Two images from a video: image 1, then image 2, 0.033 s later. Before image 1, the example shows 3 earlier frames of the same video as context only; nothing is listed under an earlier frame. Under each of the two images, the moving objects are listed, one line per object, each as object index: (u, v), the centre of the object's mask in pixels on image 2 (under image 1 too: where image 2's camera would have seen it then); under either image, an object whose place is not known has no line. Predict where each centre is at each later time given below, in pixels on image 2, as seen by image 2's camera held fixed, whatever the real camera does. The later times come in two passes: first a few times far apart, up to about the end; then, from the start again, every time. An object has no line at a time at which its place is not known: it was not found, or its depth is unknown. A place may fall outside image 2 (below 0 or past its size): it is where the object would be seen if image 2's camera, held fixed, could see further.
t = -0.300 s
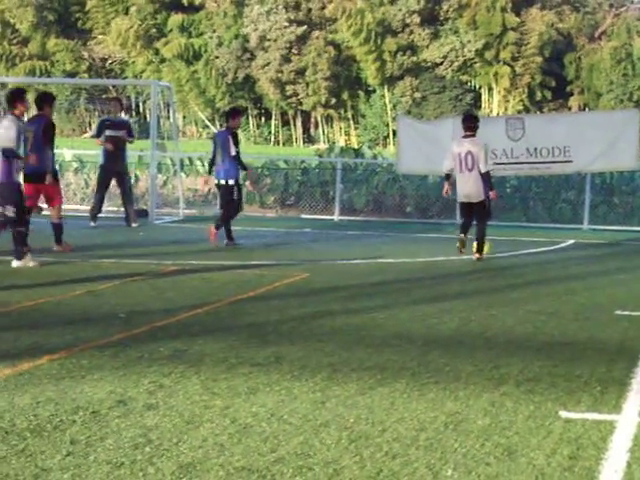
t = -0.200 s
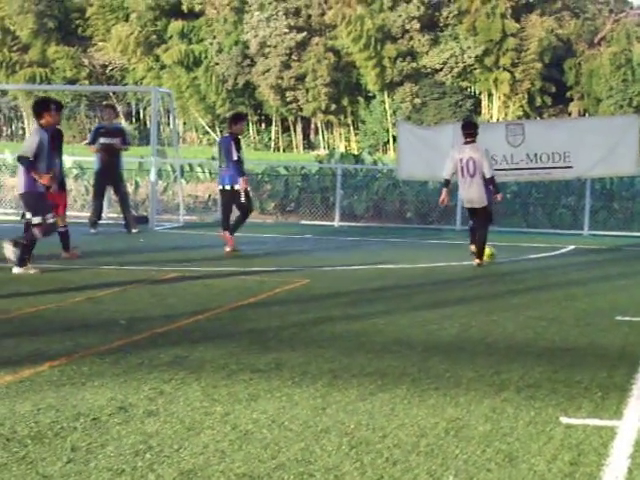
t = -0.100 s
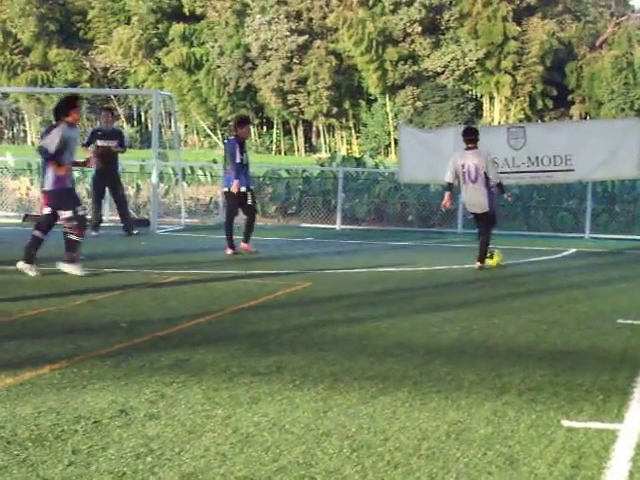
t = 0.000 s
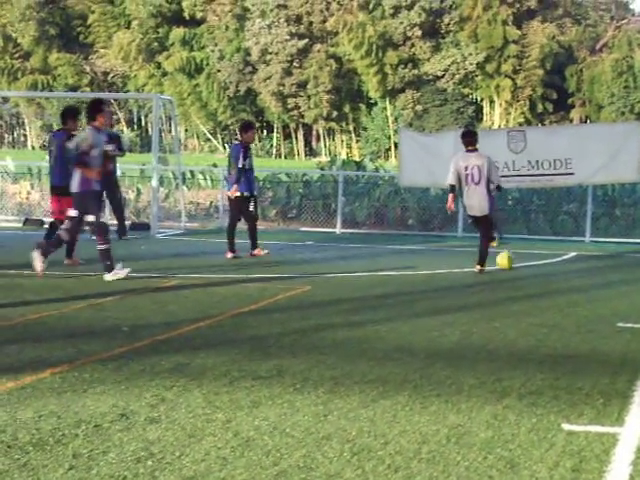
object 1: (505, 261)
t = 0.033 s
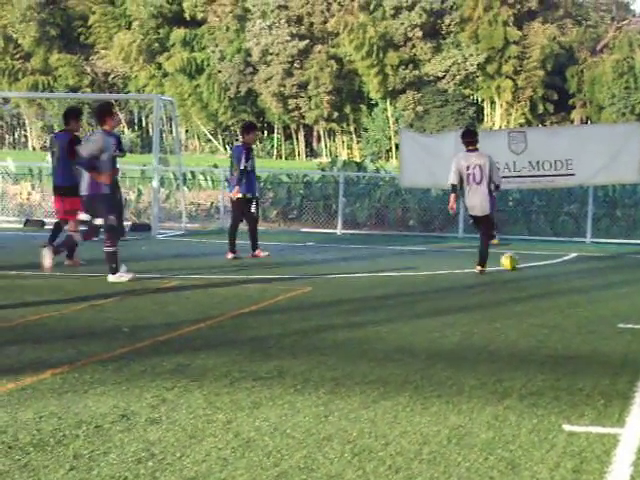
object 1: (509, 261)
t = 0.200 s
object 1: (528, 260)
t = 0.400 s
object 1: (546, 259)
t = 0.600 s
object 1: (565, 258)
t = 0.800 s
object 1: (583, 258)
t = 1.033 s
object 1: (601, 257)
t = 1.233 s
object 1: (614, 256)
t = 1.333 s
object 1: (616, 257)
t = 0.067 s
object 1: (513, 260)
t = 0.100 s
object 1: (516, 261)
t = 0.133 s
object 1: (520, 260)
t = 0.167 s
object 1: (524, 260)
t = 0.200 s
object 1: (528, 260)
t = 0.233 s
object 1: (531, 260)
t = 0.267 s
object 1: (534, 260)
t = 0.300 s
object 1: (538, 259)
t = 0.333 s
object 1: (540, 259)
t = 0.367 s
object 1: (543, 259)
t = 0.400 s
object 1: (546, 259)
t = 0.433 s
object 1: (549, 259)
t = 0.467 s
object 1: (553, 259)
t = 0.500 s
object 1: (556, 259)
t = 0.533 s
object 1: (559, 259)
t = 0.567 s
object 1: (562, 259)
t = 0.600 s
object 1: (565, 258)
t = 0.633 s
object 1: (569, 258)
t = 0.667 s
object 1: (572, 258)
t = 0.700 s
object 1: (574, 258)
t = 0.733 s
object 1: (577, 258)
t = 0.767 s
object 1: (580, 258)
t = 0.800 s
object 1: (583, 258)
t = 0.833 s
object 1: (585, 258)
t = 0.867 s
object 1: (588, 257)
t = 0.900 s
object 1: (590, 257)
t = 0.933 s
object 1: (593, 257)
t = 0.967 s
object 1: (595, 257)
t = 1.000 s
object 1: (598, 257)
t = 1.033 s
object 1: (601, 257)
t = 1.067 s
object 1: (604, 257)
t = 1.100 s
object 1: (606, 256)
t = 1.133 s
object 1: (609, 256)
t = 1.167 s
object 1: (611, 257)
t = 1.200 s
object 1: (612, 256)
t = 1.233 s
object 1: (614, 256)
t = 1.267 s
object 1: (615, 257)
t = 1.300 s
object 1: (616, 257)
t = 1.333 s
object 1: (616, 257)
